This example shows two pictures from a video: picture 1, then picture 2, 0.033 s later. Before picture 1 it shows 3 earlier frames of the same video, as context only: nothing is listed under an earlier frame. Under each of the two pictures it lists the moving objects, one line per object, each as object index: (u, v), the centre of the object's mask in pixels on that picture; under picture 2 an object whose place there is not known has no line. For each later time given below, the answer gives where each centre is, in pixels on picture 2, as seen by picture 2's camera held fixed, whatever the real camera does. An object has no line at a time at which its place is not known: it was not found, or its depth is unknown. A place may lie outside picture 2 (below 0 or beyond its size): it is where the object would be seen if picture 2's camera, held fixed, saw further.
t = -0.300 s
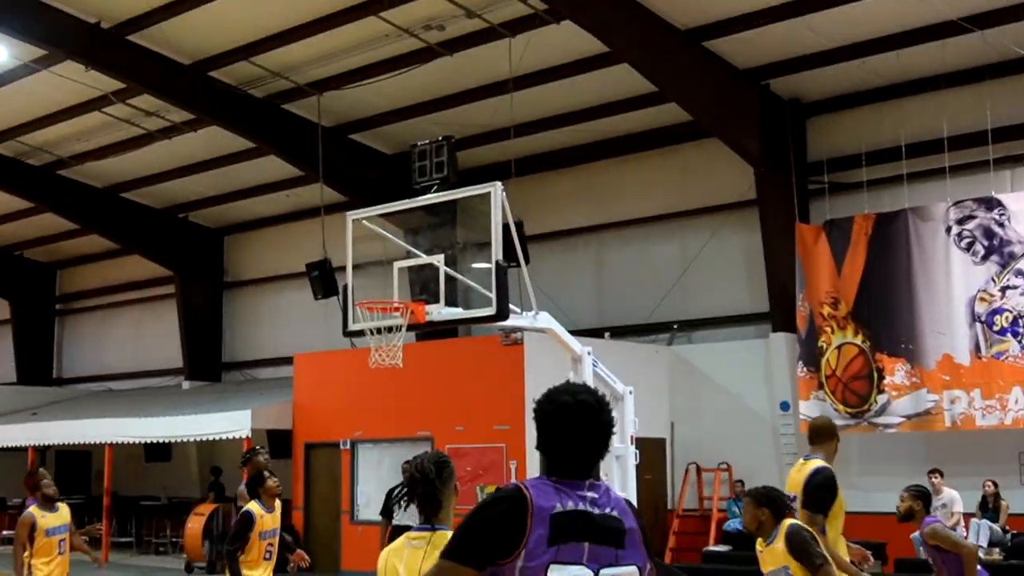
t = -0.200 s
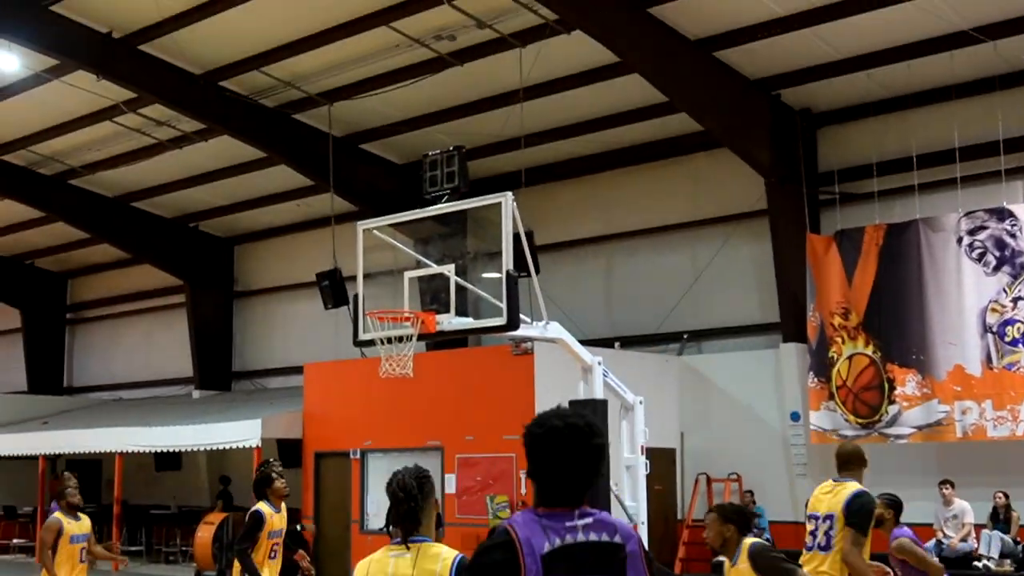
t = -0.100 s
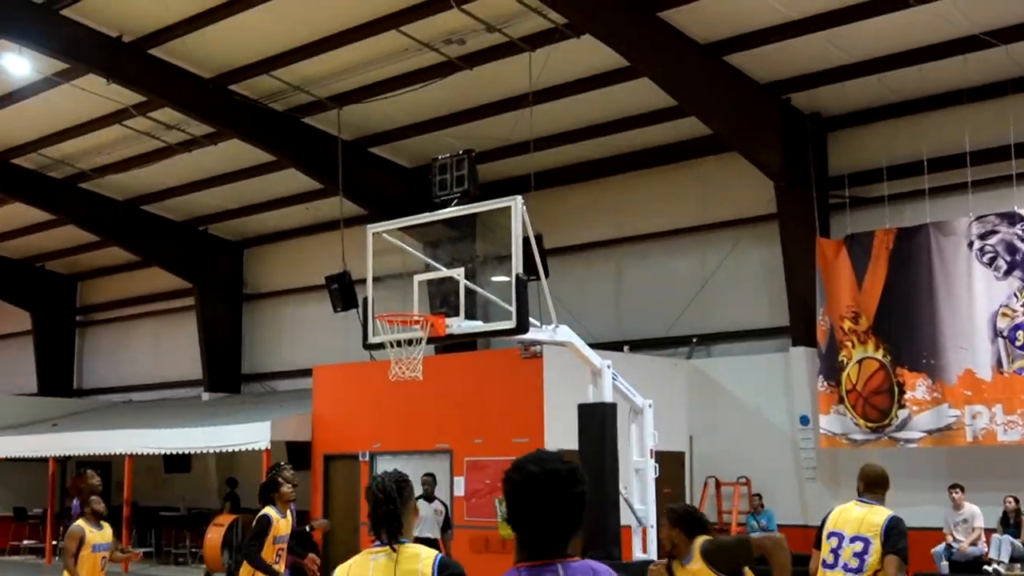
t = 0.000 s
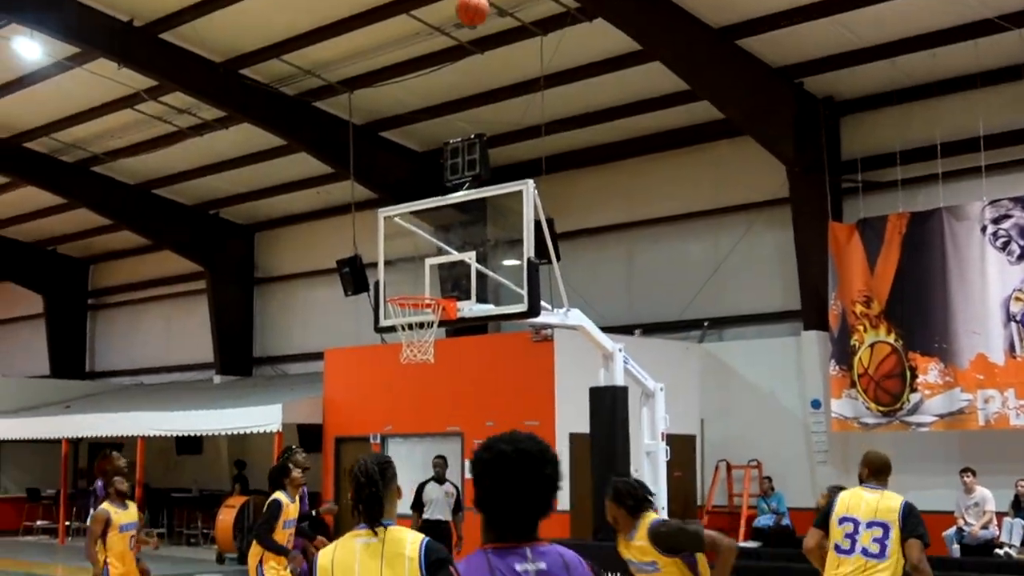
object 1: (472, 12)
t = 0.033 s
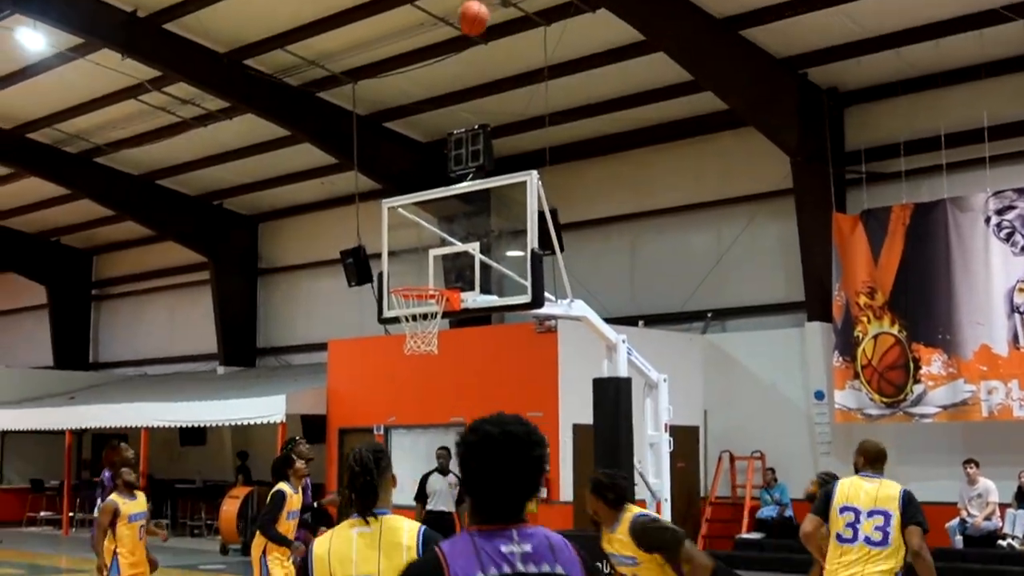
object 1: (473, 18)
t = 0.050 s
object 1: (471, 28)
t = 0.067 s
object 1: (469, 38)
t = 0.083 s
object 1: (467, 49)
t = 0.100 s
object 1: (466, 60)
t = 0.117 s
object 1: (464, 72)
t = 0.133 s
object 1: (463, 83)
